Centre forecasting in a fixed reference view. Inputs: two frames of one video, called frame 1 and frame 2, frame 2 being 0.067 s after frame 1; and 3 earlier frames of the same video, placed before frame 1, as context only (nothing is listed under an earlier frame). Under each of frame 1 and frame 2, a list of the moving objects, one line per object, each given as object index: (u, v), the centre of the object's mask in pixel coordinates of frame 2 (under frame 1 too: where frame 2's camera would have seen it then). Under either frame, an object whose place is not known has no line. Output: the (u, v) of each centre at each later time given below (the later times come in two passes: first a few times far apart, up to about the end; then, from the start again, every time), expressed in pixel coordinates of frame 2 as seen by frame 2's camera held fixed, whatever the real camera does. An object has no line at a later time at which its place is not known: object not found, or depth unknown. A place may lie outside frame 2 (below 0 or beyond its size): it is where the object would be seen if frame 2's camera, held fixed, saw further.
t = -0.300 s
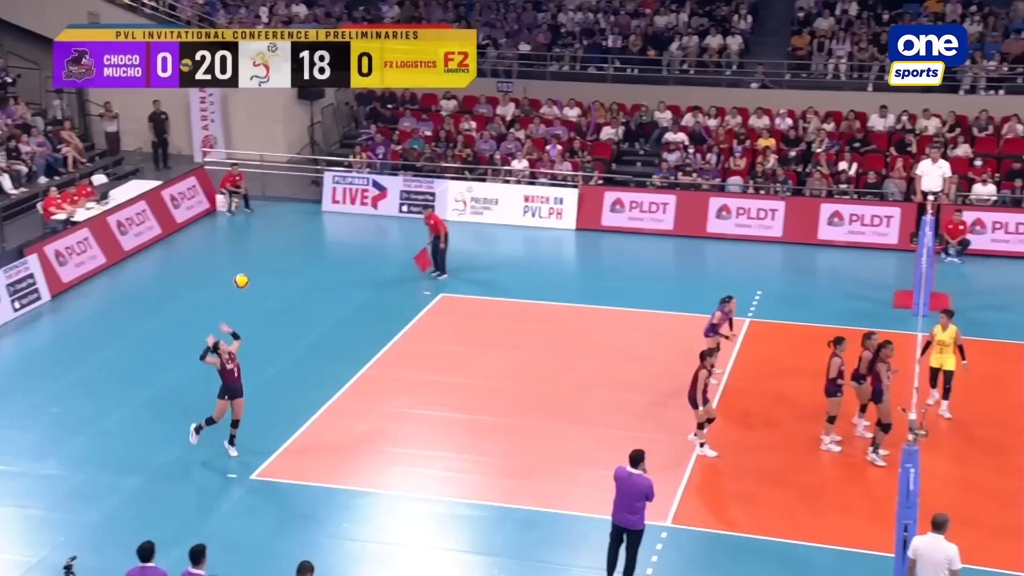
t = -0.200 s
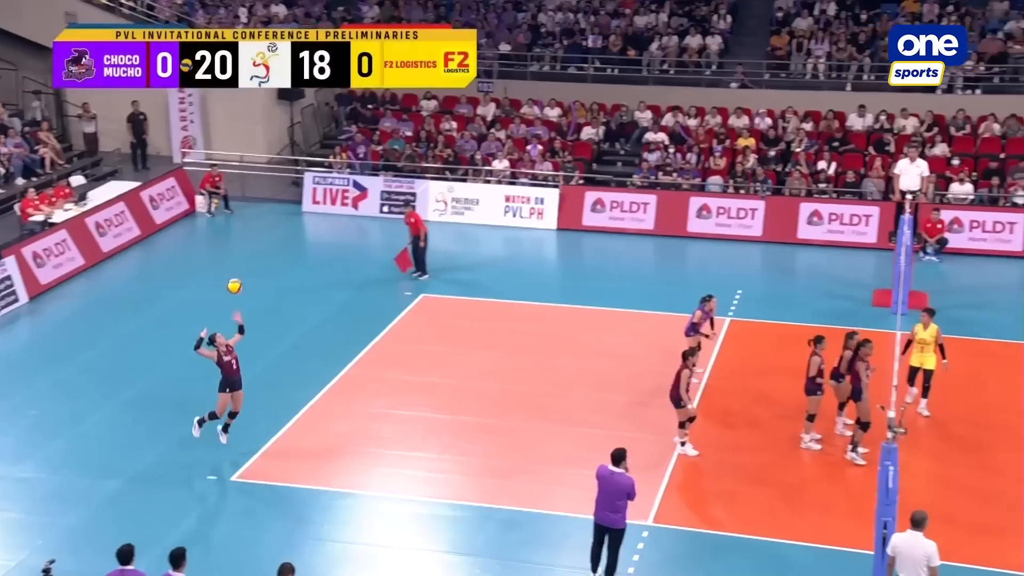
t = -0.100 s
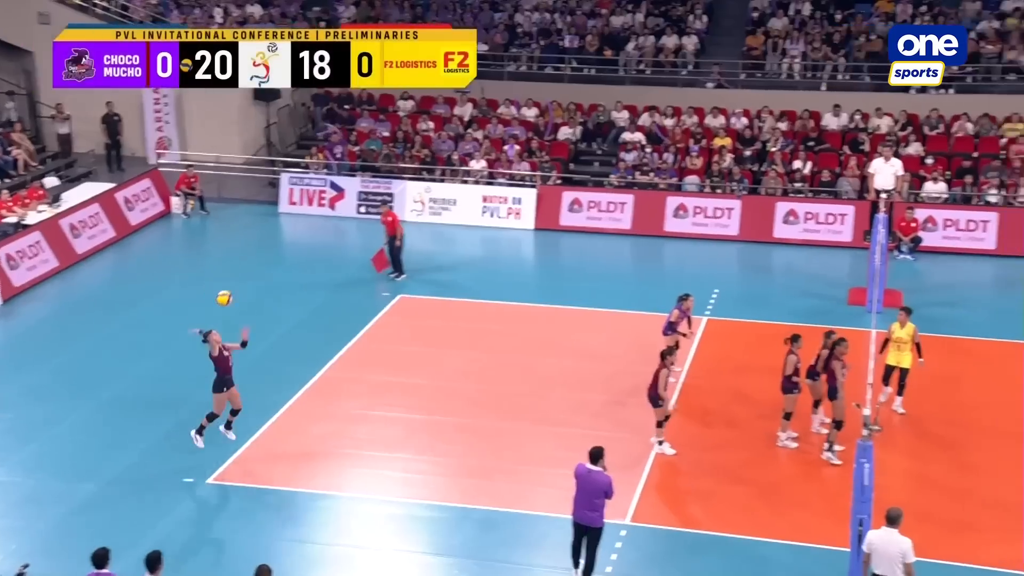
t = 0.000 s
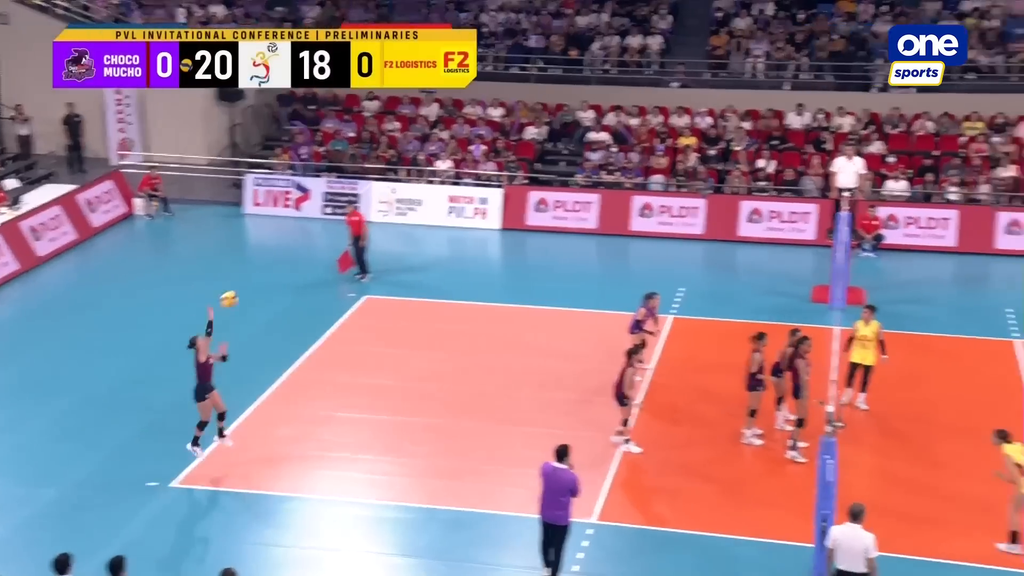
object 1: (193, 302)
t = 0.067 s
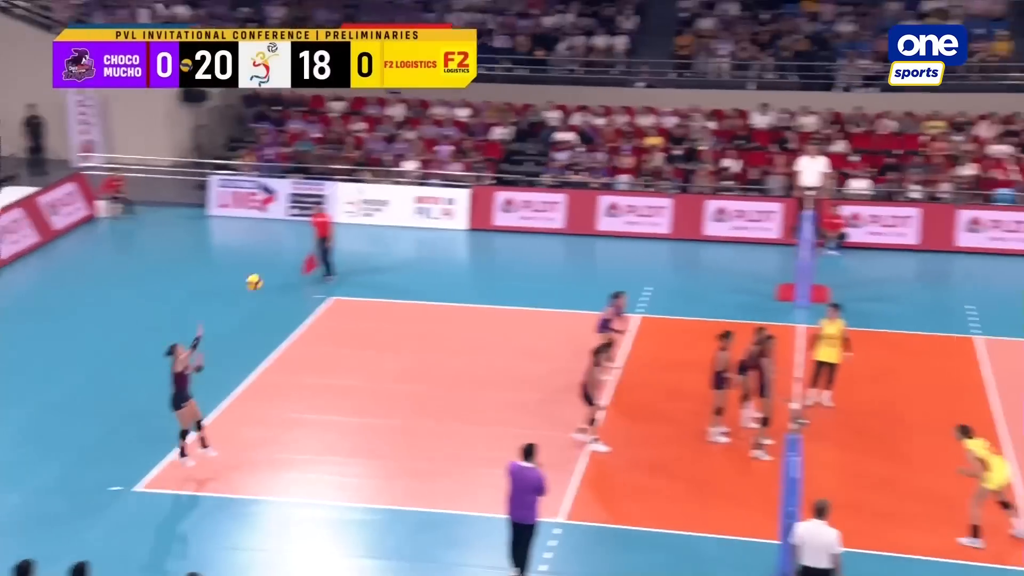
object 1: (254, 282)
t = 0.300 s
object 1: (453, 237)
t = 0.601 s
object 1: (693, 236)
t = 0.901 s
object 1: (913, 297)
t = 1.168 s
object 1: (1086, 396)
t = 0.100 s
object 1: (284, 274)
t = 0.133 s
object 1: (312, 266)
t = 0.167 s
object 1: (342, 258)
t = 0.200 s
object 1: (369, 251)
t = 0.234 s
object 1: (397, 246)
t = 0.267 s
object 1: (426, 241)
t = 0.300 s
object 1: (453, 237)
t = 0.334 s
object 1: (481, 233)
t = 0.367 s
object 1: (508, 232)
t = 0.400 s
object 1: (535, 230)
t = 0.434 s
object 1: (562, 229)
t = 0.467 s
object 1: (588, 229)
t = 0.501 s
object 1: (615, 230)
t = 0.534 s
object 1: (641, 232)
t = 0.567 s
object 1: (668, 234)
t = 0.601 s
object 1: (693, 236)
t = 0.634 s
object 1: (718, 240)
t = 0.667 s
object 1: (743, 245)
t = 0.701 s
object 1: (768, 249)
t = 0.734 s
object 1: (794, 255)
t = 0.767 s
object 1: (818, 262)
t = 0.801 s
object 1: (842, 269)
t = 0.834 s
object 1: (866, 278)
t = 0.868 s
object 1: (890, 287)
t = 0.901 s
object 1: (913, 297)
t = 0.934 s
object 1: (935, 307)
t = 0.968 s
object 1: (957, 318)
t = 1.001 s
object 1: (981, 330)
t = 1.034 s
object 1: (1002, 342)
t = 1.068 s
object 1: (1023, 357)
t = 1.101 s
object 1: (1044, 369)
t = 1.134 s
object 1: (1064, 382)
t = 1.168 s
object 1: (1086, 396)
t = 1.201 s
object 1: (1107, 410)
